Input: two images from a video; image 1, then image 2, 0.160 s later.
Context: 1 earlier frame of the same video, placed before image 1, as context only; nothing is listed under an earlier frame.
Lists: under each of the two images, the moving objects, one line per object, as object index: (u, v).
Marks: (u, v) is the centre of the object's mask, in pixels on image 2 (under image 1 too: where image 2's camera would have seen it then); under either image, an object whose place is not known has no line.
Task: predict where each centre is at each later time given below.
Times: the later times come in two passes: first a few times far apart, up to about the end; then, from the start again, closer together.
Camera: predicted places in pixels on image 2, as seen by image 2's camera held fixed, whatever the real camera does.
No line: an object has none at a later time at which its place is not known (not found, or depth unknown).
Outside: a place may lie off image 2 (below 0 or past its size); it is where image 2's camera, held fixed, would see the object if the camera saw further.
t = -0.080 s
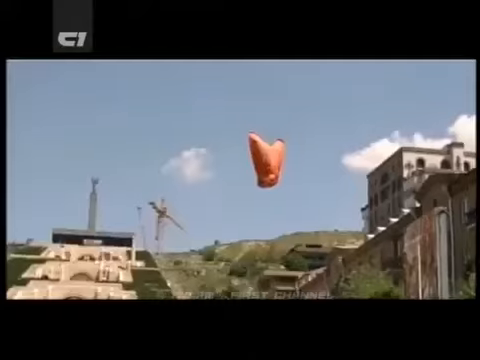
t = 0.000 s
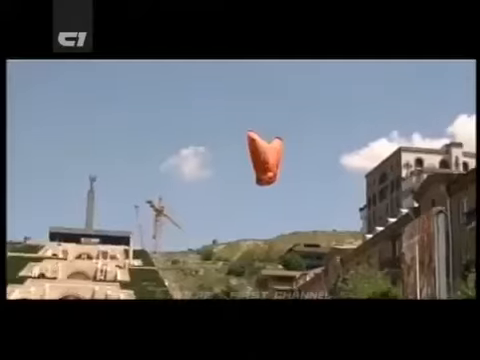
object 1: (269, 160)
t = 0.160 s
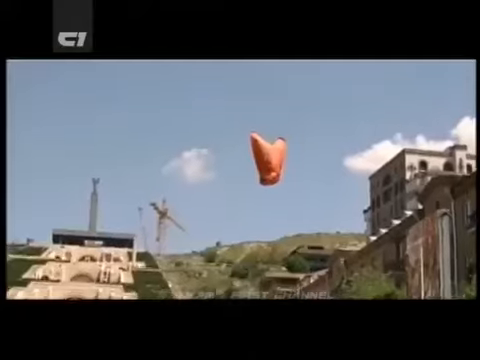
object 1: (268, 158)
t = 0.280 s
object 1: (268, 156)
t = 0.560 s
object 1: (266, 151)
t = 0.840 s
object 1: (261, 145)
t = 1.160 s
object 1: (258, 136)
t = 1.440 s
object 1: (251, 126)
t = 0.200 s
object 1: (268, 158)
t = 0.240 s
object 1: (268, 157)
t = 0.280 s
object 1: (268, 156)
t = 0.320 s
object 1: (268, 156)
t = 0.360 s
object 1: (268, 155)
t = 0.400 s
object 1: (268, 155)
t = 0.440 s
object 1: (267, 154)
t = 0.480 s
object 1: (267, 153)
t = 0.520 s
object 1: (266, 152)
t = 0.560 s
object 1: (266, 151)
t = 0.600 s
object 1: (265, 149)
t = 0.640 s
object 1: (265, 149)
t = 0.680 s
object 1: (264, 148)
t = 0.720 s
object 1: (263, 147)
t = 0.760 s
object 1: (262, 147)
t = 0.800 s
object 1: (262, 145)
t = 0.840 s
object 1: (261, 145)
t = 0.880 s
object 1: (261, 143)
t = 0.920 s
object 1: (261, 142)
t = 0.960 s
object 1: (260, 141)
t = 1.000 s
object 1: (260, 141)
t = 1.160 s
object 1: (258, 136)
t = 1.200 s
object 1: (258, 135)
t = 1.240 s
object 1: (257, 133)
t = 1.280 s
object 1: (256, 132)
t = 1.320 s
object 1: (255, 131)
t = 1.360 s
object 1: (254, 130)
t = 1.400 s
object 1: (253, 128)
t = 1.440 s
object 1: (251, 126)
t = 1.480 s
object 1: (251, 125)
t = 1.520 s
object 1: (250, 124)
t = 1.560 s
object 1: (249, 122)
